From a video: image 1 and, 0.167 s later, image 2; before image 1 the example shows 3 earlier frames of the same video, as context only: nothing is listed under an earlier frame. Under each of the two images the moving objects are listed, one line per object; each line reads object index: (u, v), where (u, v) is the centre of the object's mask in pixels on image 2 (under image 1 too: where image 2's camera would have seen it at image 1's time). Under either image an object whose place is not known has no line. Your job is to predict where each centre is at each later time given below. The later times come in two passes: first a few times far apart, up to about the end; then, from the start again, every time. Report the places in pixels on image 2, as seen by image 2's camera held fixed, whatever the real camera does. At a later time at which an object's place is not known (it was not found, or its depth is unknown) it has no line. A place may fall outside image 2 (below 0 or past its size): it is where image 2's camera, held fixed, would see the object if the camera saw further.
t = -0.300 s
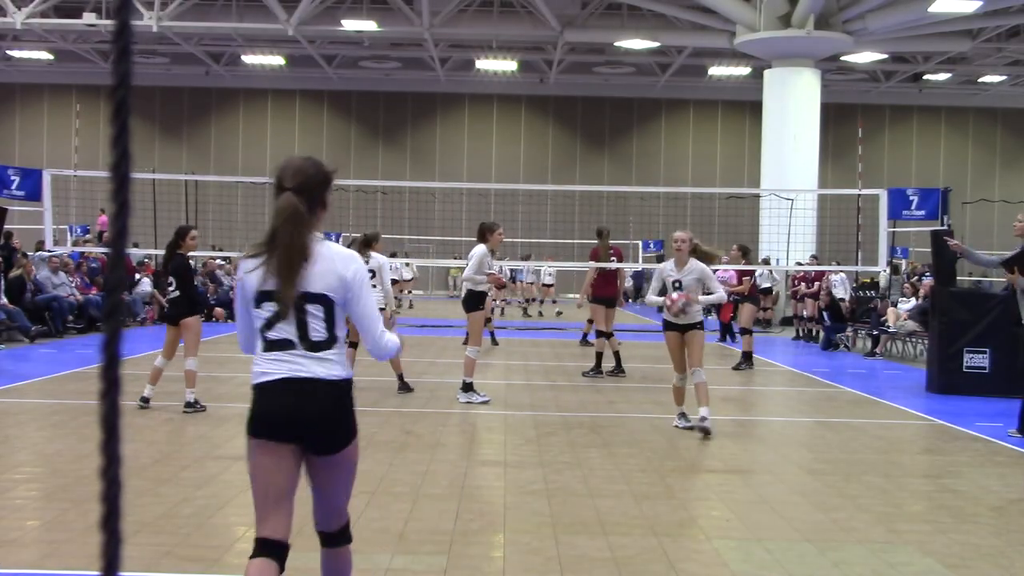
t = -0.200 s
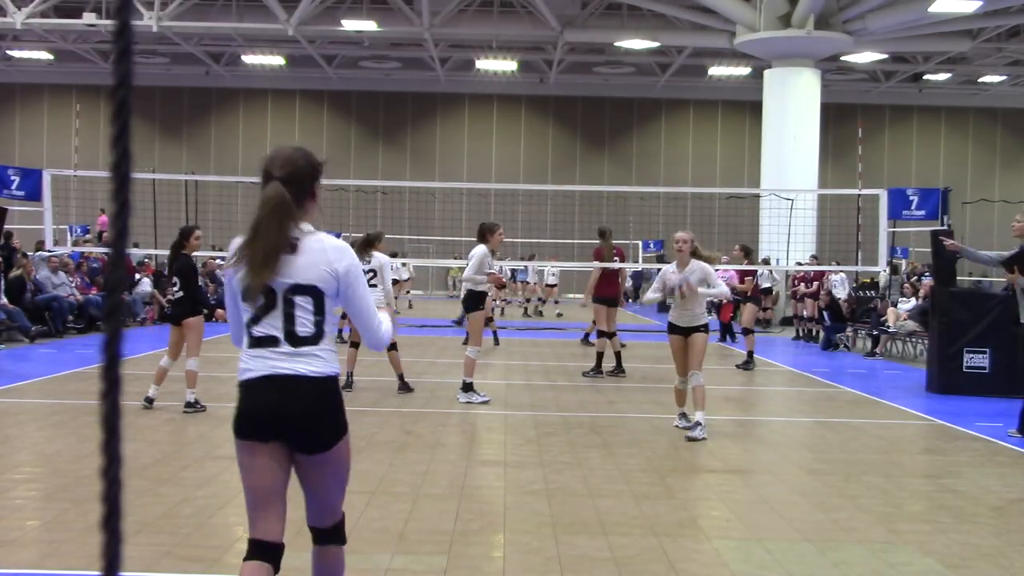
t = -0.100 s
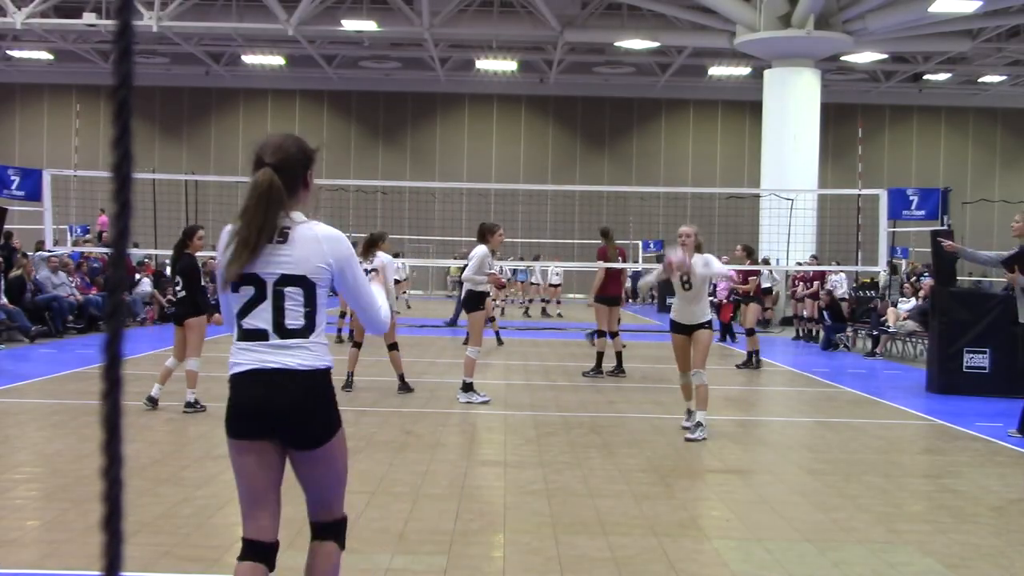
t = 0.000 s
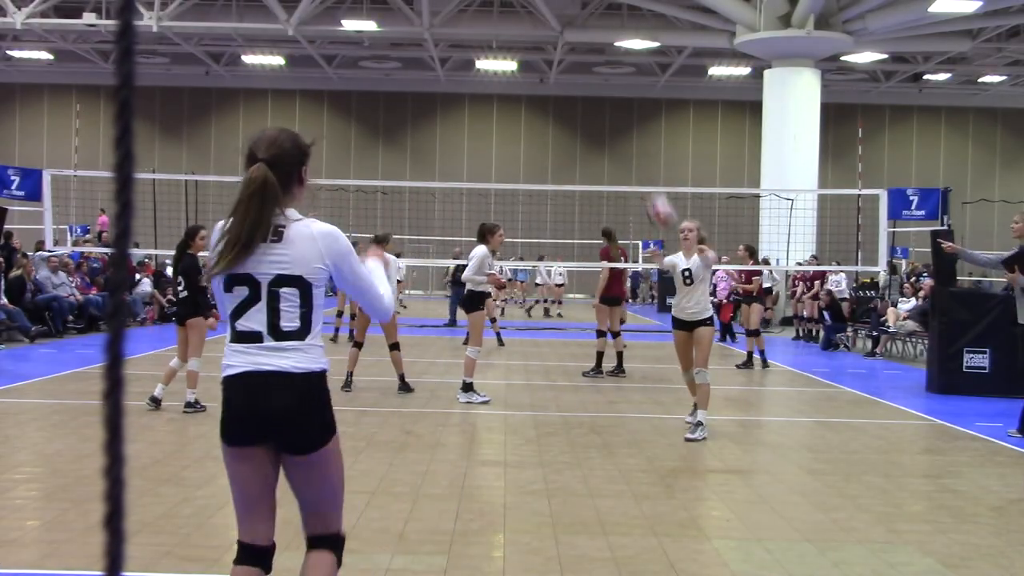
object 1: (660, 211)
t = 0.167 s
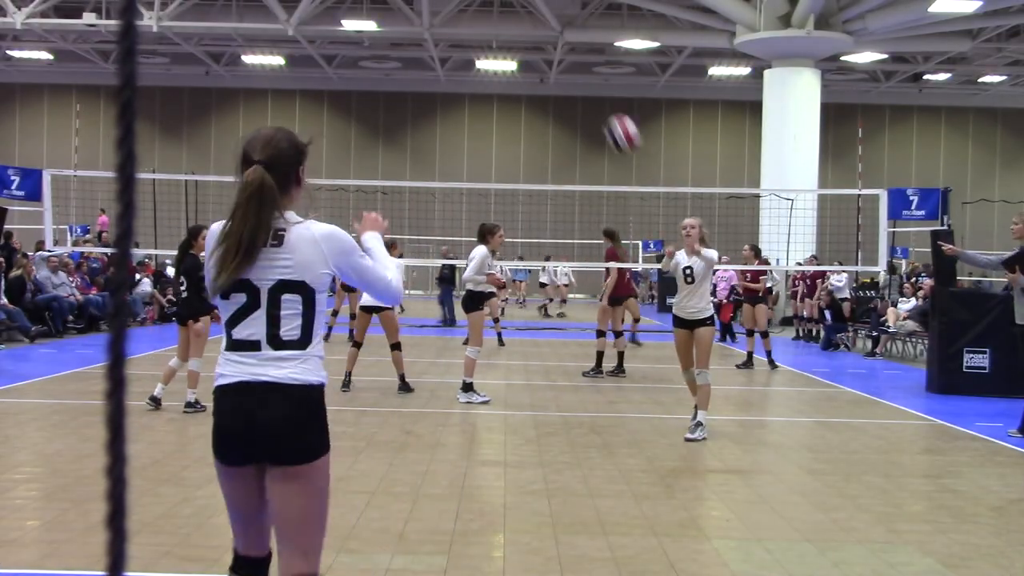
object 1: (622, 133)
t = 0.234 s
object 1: (604, 109)
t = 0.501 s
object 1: (492, 59)
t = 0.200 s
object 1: (613, 120)
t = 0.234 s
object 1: (604, 109)
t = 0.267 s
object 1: (593, 98)
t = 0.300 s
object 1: (582, 87)
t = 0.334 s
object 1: (570, 78)
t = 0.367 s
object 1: (556, 69)
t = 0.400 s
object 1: (542, 64)
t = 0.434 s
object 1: (529, 59)
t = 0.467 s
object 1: (512, 57)
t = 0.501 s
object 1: (492, 59)
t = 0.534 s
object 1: (471, 63)
